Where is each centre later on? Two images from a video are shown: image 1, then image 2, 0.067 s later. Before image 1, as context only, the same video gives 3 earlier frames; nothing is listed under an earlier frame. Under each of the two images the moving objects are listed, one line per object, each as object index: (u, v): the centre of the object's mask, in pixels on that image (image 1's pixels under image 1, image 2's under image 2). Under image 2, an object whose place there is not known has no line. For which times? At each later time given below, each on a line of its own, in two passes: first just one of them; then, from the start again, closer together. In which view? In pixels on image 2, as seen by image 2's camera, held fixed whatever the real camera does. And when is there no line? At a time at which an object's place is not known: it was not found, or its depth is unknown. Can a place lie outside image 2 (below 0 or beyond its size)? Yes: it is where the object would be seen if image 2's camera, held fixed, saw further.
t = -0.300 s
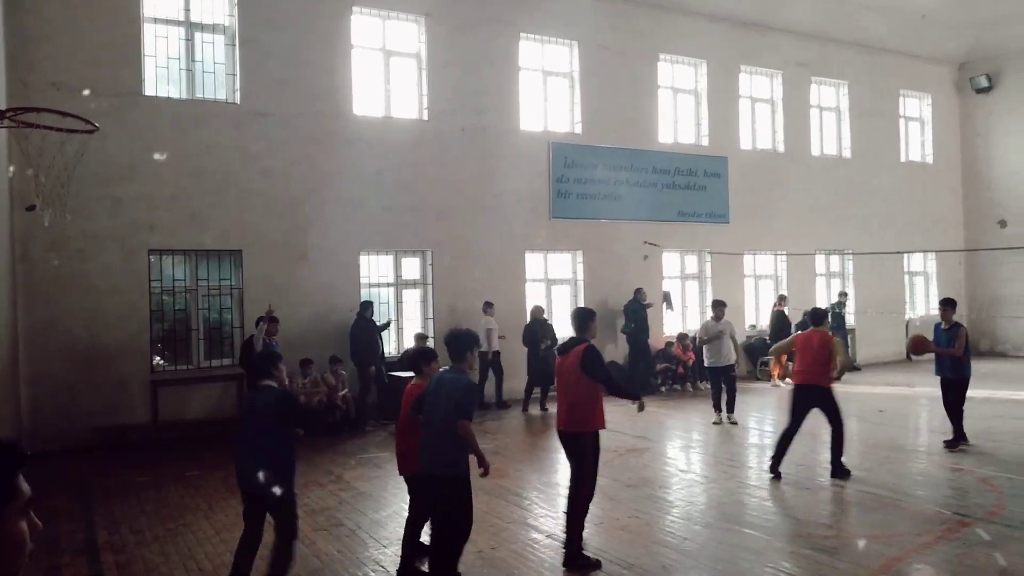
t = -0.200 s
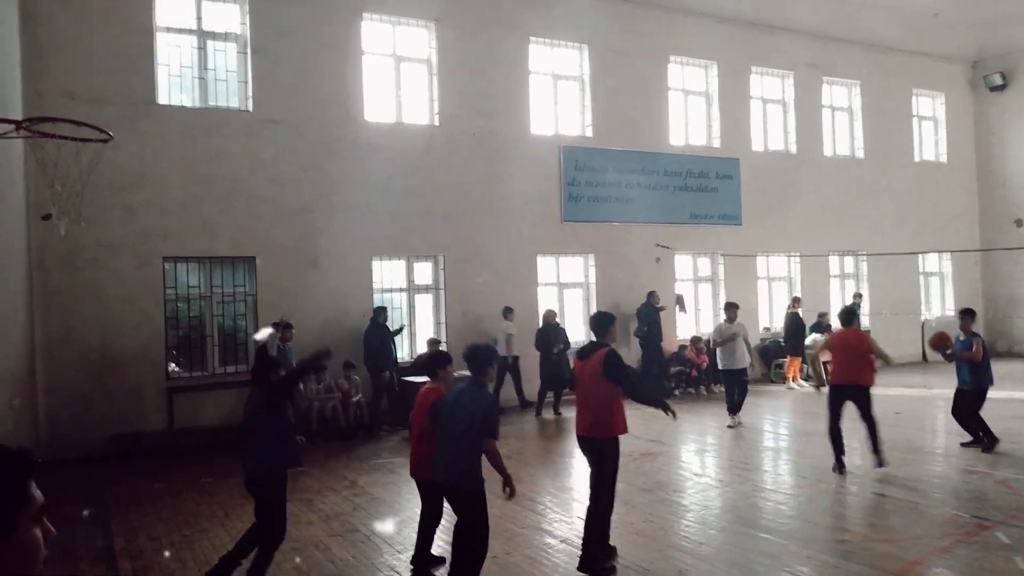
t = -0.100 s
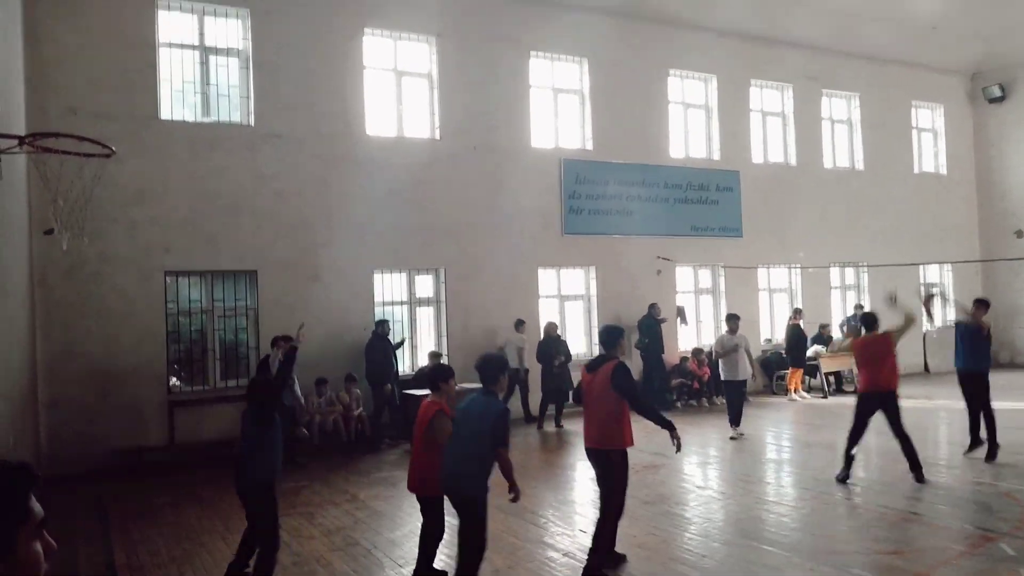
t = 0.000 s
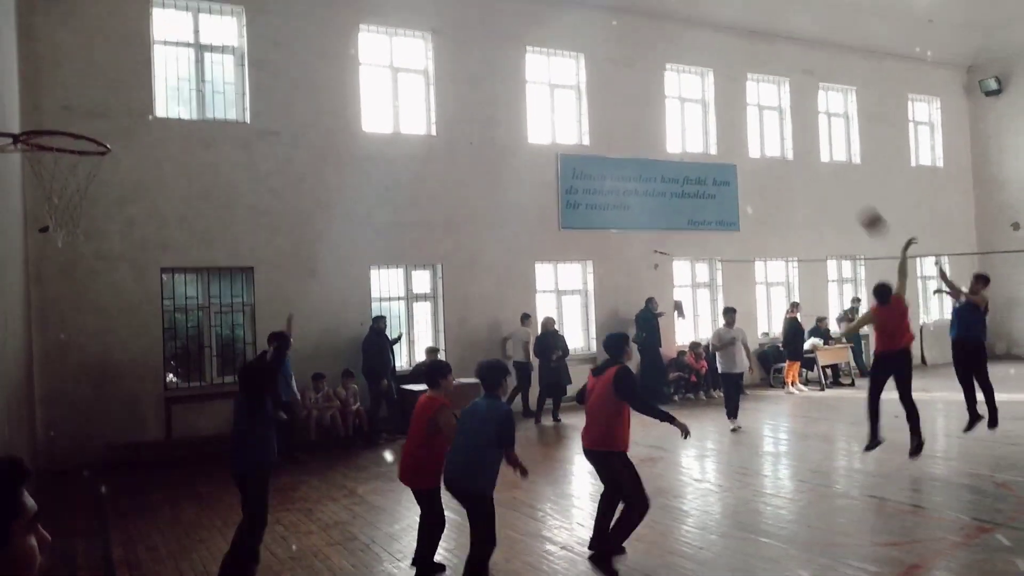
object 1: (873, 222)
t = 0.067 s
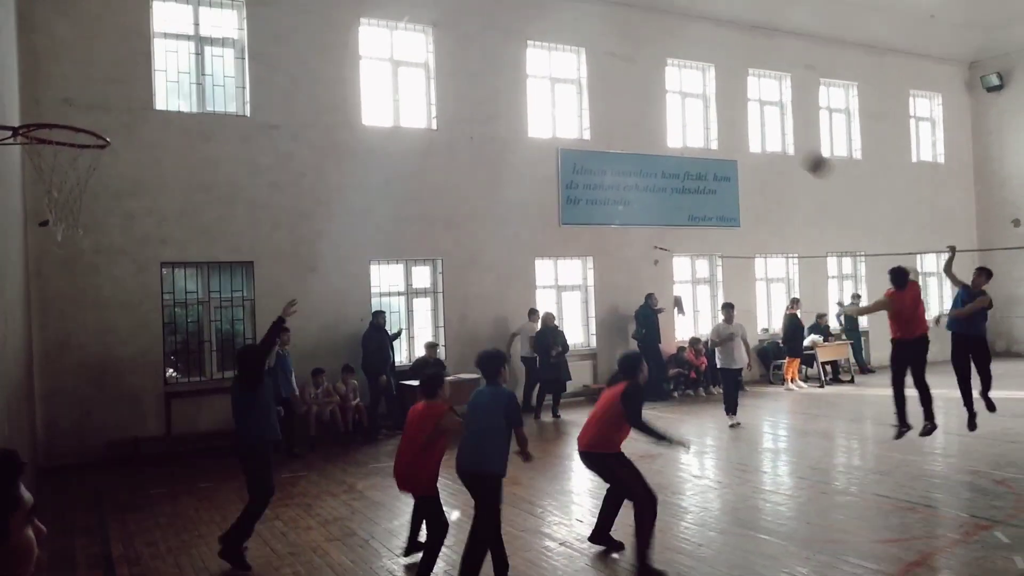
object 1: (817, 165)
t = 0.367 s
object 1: (606, 98)
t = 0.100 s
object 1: (803, 153)
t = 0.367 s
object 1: (606, 98)
